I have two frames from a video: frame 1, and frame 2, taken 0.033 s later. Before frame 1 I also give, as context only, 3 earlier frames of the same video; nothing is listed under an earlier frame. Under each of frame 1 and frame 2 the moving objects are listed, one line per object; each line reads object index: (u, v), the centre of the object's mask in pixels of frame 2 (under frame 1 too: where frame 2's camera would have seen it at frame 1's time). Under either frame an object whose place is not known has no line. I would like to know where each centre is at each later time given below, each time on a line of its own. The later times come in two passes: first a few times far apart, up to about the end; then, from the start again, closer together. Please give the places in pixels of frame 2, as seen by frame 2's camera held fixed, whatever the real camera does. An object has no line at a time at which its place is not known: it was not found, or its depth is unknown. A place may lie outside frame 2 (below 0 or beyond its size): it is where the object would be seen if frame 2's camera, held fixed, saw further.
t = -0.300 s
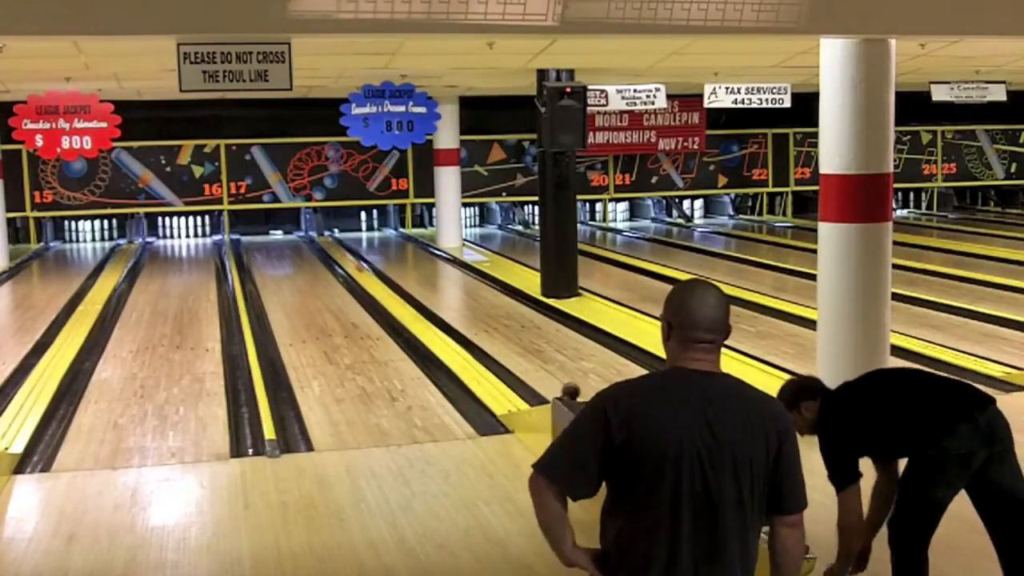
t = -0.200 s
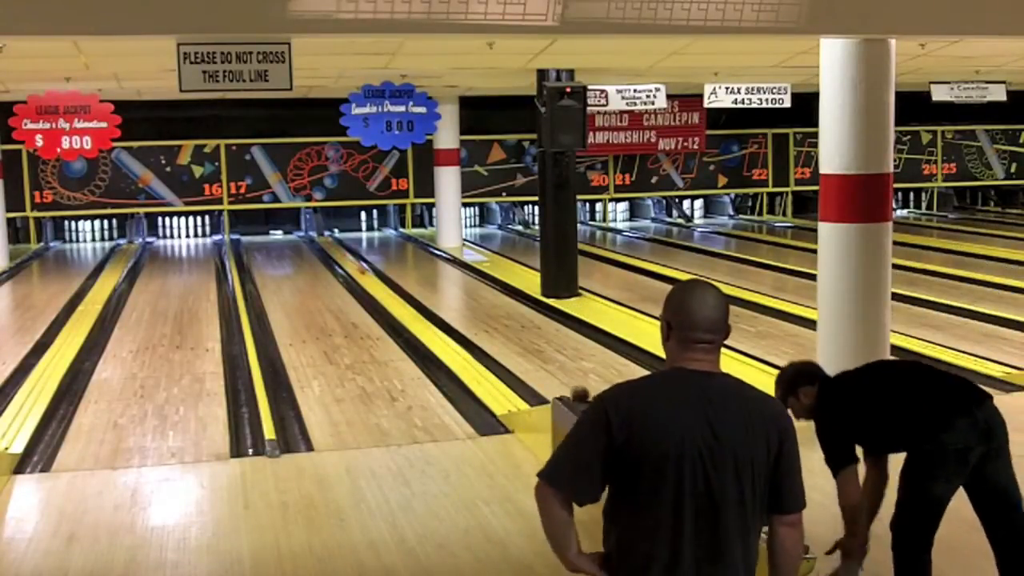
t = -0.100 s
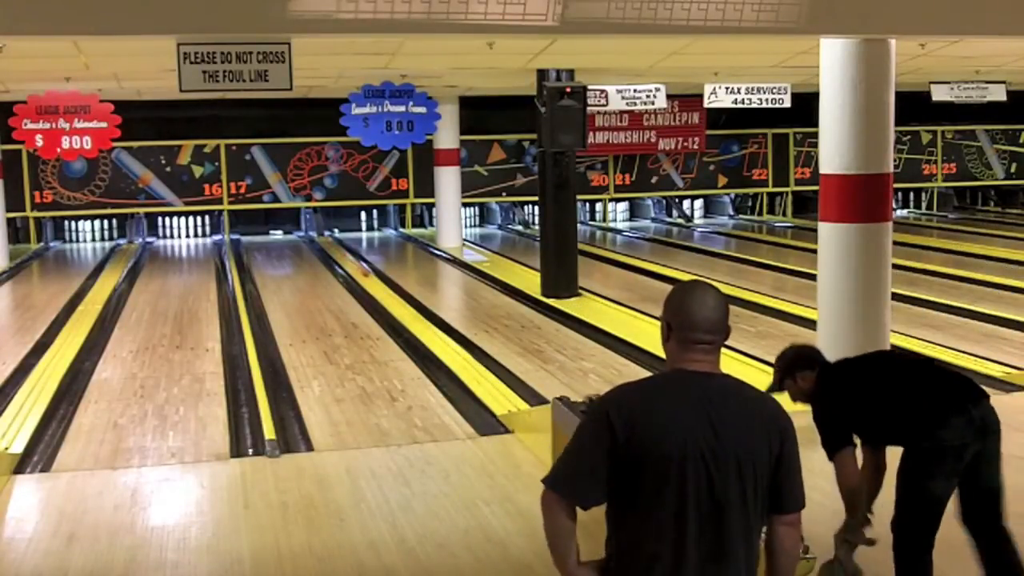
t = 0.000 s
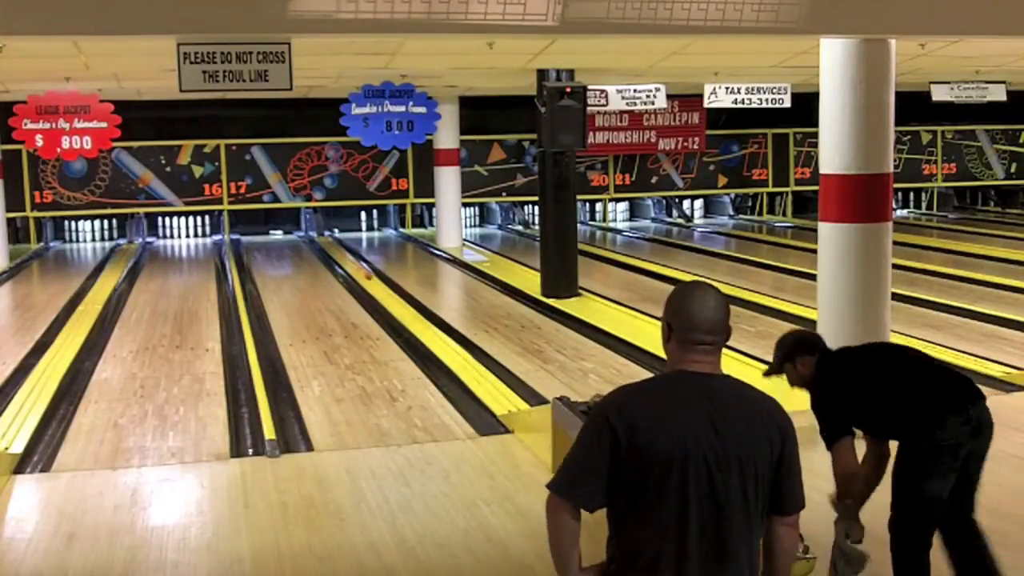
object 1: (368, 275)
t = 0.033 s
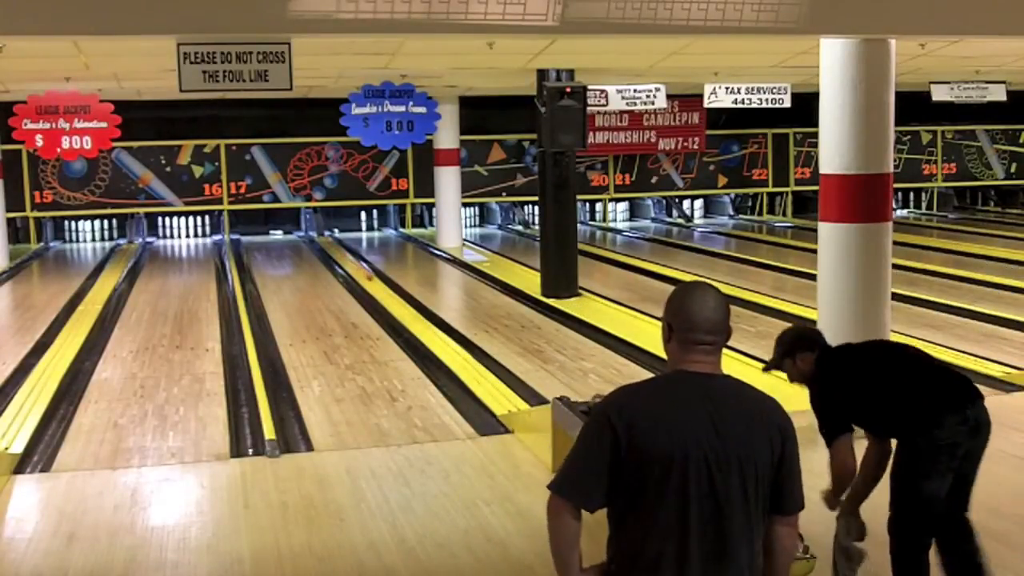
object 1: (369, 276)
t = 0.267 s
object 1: (376, 282)
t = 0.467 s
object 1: (383, 287)
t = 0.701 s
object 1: (391, 295)
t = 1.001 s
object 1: (403, 305)
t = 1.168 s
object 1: (411, 311)
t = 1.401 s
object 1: (422, 320)
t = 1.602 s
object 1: (432, 329)
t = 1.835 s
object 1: (445, 339)
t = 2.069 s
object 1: (459, 352)
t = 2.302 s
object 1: (476, 367)
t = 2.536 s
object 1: (495, 385)
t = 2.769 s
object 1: (516, 403)
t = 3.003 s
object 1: (537, 399)
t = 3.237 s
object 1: (560, 391)
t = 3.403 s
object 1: (576, 391)
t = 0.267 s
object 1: (376, 282)
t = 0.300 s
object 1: (377, 283)
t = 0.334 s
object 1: (378, 284)
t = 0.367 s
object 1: (379, 284)
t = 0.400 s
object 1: (380, 286)
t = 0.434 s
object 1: (381, 287)
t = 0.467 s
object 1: (383, 287)
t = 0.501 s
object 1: (384, 288)
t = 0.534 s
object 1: (385, 290)
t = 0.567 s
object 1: (386, 291)
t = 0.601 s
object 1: (388, 291)
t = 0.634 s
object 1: (389, 293)
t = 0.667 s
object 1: (390, 294)
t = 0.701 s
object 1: (391, 295)
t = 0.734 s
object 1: (392, 295)
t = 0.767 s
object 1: (394, 297)
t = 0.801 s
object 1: (395, 298)
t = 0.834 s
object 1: (397, 299)
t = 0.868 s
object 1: (398, 300)
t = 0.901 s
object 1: (399, 301)
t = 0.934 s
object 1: (400, 302)
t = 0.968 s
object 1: (402, 303)
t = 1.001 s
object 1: (403, 305)
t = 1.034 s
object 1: (405, 306)
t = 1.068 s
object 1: (406, 307)
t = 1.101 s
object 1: (408, 309)
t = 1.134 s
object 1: (409, 310)
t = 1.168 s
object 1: (411, 311)
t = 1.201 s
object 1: (412, 312)
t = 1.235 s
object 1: (414, 313)
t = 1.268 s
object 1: (416, 315)
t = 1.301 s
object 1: (417, 316)
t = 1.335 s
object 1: (419, 317)
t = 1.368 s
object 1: (420, 318)
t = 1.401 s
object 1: (422, 320)
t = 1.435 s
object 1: (424, 321)
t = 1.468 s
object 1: (425, 323)
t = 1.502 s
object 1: (427, 324)
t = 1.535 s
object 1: (429, 326)
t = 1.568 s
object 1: (431, 327)
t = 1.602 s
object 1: (432, 329)
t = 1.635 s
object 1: (434, 330)
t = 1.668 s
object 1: (436, 331)
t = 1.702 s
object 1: (437, 333)
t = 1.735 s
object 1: (439, 334)
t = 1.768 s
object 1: (441, 336)
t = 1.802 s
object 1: (443, 338)
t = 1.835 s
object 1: (445, 339)
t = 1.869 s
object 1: (447, 341)
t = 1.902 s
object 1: (449, 343)
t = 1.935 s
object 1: (451, 345)
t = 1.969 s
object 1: (453, 346)
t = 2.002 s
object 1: (455, 348)
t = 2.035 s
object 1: (457, 350)
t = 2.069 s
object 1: (459, 352)
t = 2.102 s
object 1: (462, 354)
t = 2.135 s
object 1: (464, 356)
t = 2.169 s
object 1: (466, 358)
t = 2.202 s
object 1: (469, 360)
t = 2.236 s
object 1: (471, 362)
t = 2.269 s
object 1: (474, 365)
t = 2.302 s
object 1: (476, 367)
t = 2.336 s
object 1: (479, 369)
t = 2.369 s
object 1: (482, 371)
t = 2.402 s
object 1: (484, 374)
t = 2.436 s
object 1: (487, 377)
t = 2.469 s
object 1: (489, 379)
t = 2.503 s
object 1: (492, 382)
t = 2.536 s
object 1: (495, 385)
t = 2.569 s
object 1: (498, 387)
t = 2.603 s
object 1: (501, 390)
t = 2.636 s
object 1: (504, 393)
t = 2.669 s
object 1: (507, 396)
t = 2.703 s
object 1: (510, 399)
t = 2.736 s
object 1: (513, 402)
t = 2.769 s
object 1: (516, 403)
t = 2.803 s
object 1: (519, 403)
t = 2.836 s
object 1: (522, 402)
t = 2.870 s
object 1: (527, 401)
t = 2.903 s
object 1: (529, 400)
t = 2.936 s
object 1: (533, 399)
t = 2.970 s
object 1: (534, 399)
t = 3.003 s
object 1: (537, 399)
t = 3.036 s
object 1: (540, 398)
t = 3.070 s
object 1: (544, 397)
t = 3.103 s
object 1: (547, 395)
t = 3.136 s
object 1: (549, 395)
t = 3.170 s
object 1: (553, 394)
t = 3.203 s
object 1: (556, 392)
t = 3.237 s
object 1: (560, 391)
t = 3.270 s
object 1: (564, 391)
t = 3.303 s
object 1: (567, 391)
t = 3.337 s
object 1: (570, 391)
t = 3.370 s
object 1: (573, 390)
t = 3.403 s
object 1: (576, 391)
